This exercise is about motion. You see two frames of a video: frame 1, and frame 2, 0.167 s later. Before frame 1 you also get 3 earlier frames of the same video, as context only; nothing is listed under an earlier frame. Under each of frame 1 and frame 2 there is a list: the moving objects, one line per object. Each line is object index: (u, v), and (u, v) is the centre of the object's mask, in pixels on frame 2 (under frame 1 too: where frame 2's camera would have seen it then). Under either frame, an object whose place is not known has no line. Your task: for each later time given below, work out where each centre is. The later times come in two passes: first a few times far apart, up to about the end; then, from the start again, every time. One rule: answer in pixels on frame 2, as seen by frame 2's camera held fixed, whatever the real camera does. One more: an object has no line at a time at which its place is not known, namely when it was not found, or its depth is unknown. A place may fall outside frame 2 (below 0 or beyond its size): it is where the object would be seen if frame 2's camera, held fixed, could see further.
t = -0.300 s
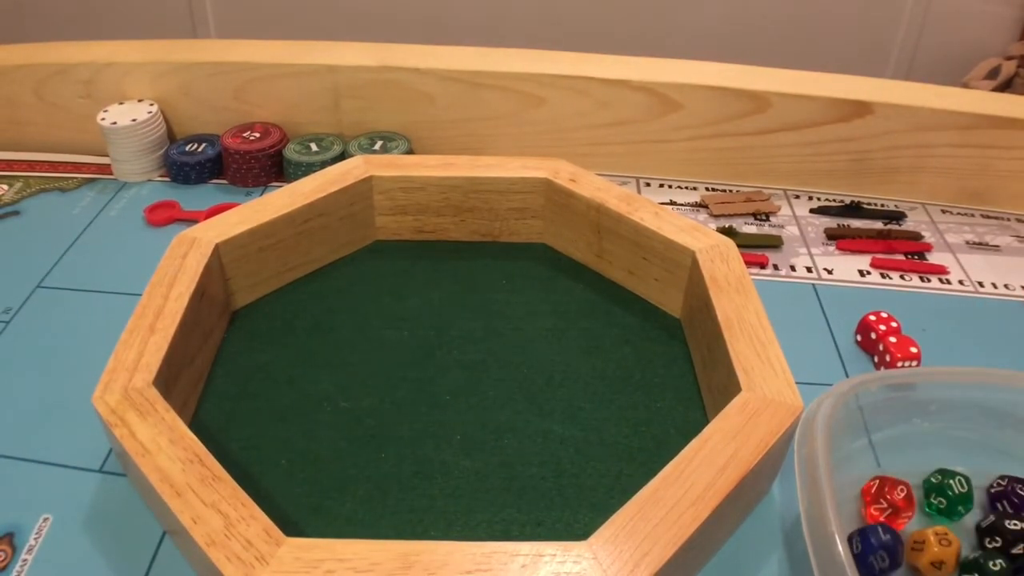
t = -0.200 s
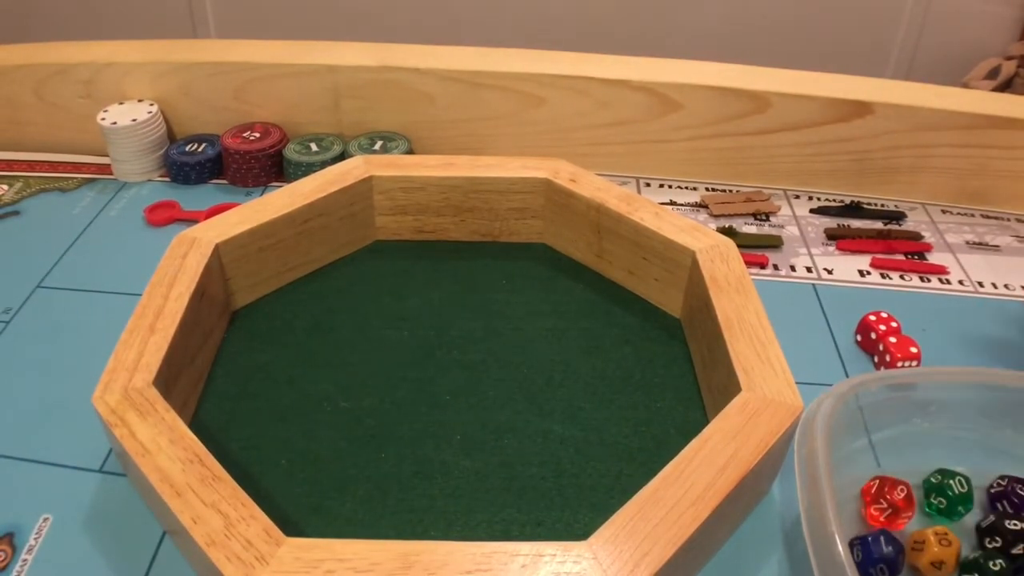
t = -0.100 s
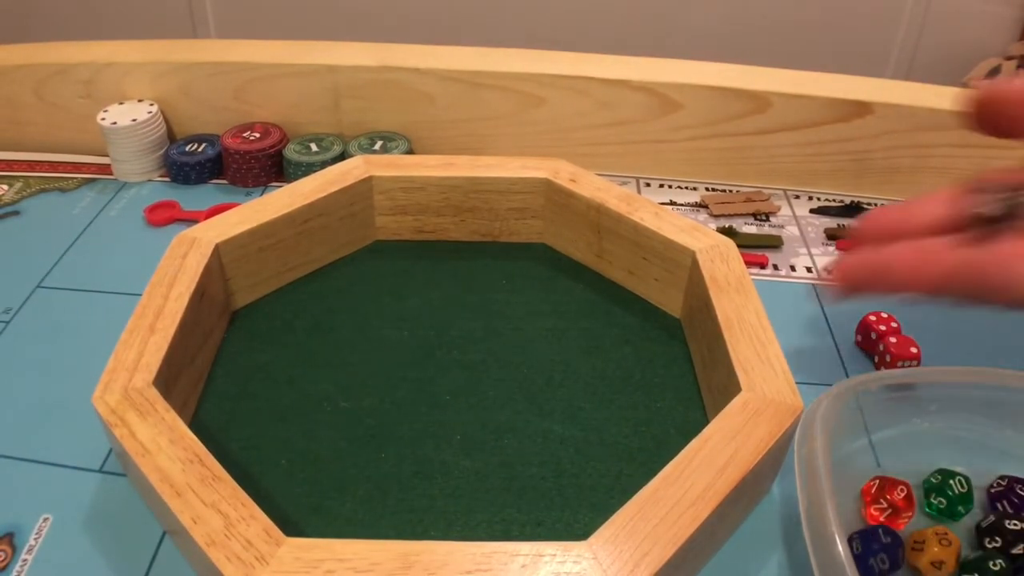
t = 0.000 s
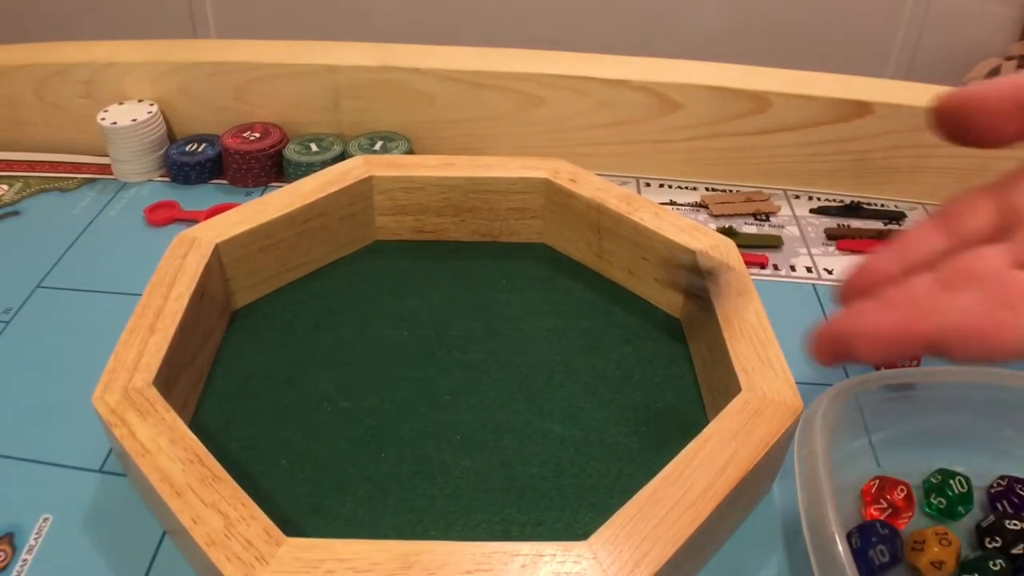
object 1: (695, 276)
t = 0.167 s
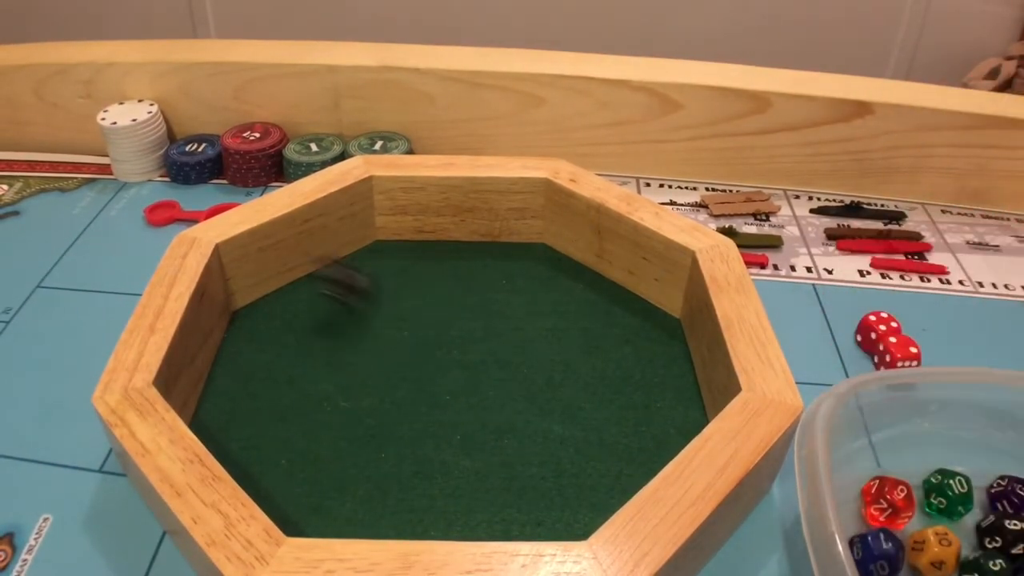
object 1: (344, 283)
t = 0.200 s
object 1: (291, 264)
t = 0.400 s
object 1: (220, 426)
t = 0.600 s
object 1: (332, 464)
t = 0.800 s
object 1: (404, 490)
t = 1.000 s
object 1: (406, 518)
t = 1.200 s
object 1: (404, 518)
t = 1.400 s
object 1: (382, 521)
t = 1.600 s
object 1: (388, 522)
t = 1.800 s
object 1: (388, 522)
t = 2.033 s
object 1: (388, 522)
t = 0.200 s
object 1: (291, 264)
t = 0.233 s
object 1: (269, 282)
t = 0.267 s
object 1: (259, 323)
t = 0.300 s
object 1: (241, 343)
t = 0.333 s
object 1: (222, 374)
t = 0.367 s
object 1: (217, 399)
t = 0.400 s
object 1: (220, 426)
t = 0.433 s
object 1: (224, 442)
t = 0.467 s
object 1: (253, 460)
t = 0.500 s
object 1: (273, 461)
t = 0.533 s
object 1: (297, 470)
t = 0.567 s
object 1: (317, 469)
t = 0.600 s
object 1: (332, 464)
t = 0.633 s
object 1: (348, 465)
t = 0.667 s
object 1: (364, 468)
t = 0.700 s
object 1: (380, 470)
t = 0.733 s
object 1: (391, 475)
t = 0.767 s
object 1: (398, 481)
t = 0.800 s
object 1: (404, 490)
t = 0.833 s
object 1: (405, 498)
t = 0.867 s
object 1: (408, 506)
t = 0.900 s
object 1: (407, 513)
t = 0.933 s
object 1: (405, 516)
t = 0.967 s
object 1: (405, 517)
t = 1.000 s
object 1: (406, 518)
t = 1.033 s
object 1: (406, 519)
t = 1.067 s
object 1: (405, 519)
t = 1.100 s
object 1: (404, 517)
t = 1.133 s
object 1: (404, 517)
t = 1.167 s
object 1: (404, 518)
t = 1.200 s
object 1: (404, 518)
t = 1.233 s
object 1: (403, 518)
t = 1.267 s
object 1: (402, 518)
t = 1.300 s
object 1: (399, 519)
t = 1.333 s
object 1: (393, 521)
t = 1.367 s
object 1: (384, 521)
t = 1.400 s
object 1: (382, 521)
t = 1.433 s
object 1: (388, 521)
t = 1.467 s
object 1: (389, 522)
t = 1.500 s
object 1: (386, 521)
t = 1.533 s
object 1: (388, 522)
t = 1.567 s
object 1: (388, 522)
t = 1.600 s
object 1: (388, 522)
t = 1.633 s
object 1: (388, 522)
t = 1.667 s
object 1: (388, 522)
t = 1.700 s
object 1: (388, 522)
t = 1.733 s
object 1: (388, 522)
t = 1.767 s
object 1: (388, 522)
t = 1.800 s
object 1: (388, 522)
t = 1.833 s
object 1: (388, 522)
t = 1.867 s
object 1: (388, 522)
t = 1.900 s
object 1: (388, 522)
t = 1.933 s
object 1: (388, 522)
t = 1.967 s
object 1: (388, 522)
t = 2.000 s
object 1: (388, 522)
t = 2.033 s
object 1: (388, 522)
